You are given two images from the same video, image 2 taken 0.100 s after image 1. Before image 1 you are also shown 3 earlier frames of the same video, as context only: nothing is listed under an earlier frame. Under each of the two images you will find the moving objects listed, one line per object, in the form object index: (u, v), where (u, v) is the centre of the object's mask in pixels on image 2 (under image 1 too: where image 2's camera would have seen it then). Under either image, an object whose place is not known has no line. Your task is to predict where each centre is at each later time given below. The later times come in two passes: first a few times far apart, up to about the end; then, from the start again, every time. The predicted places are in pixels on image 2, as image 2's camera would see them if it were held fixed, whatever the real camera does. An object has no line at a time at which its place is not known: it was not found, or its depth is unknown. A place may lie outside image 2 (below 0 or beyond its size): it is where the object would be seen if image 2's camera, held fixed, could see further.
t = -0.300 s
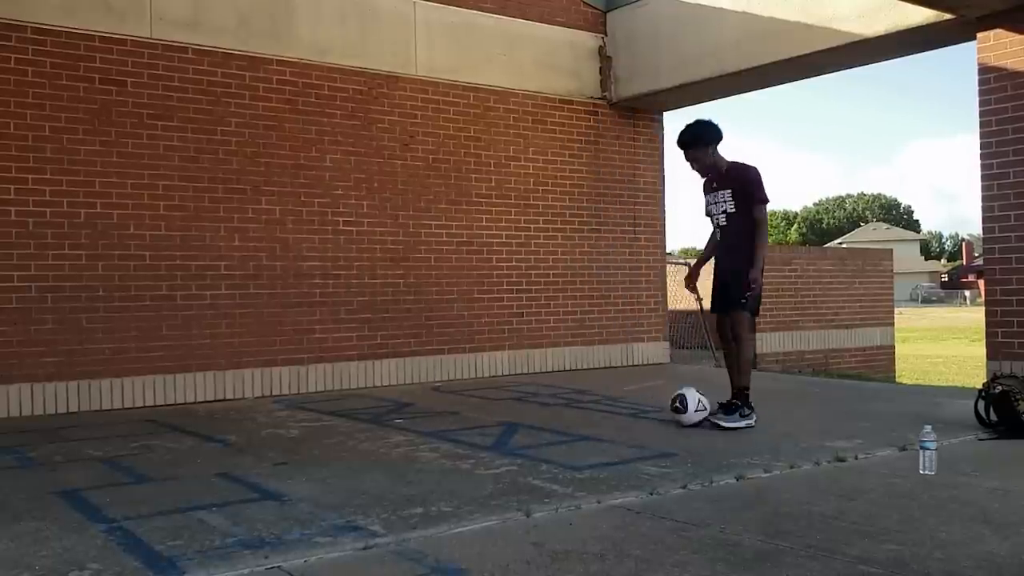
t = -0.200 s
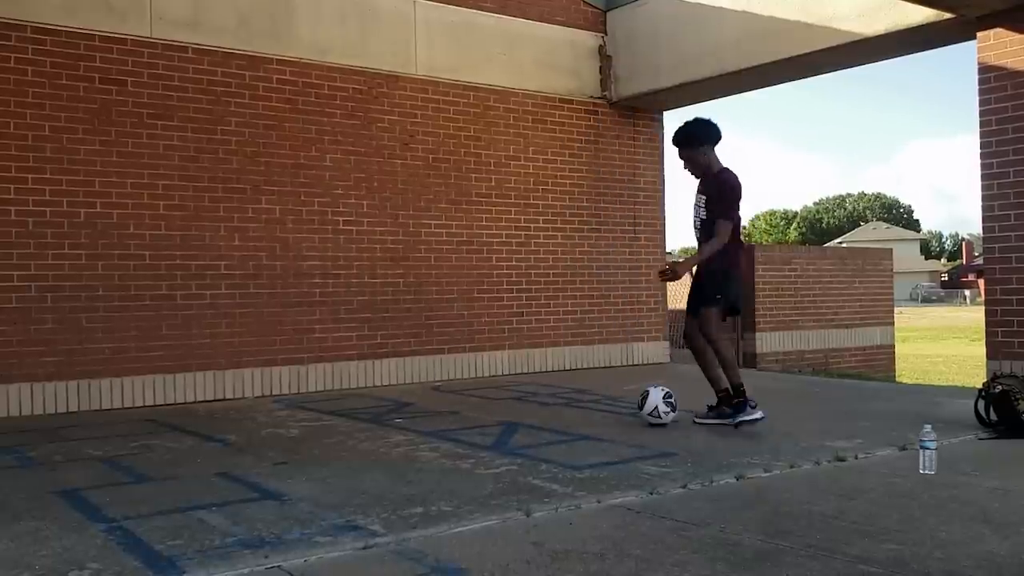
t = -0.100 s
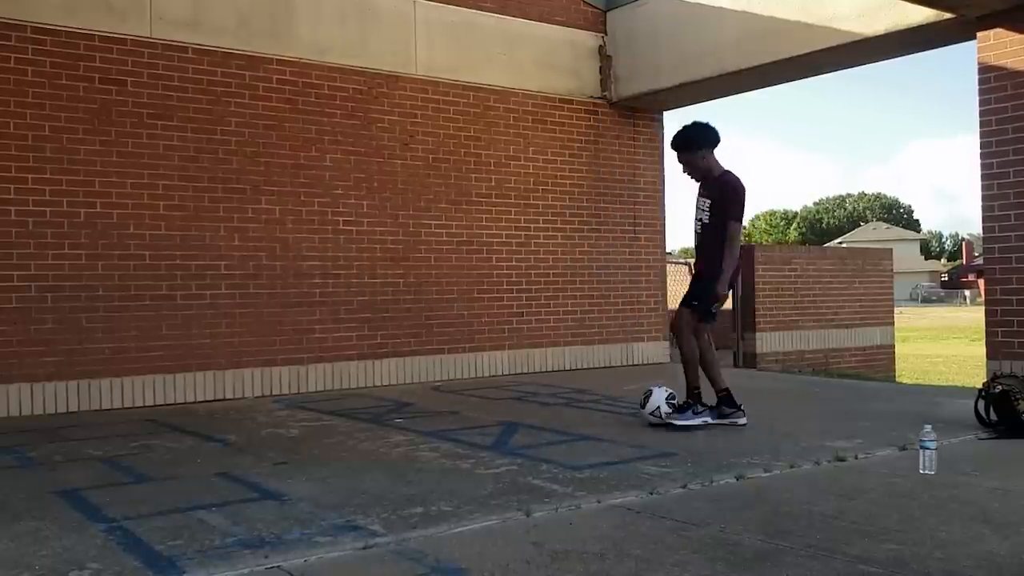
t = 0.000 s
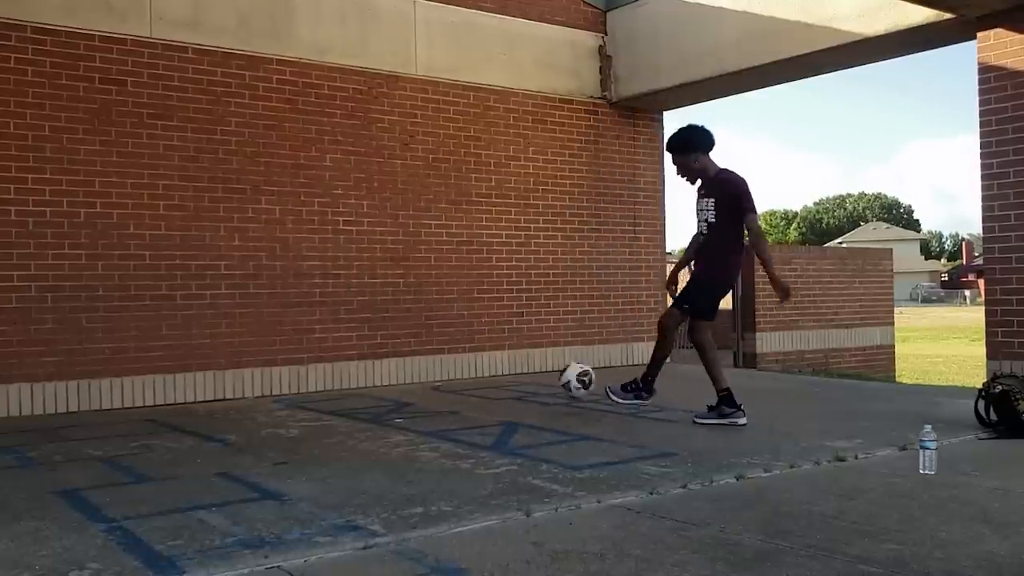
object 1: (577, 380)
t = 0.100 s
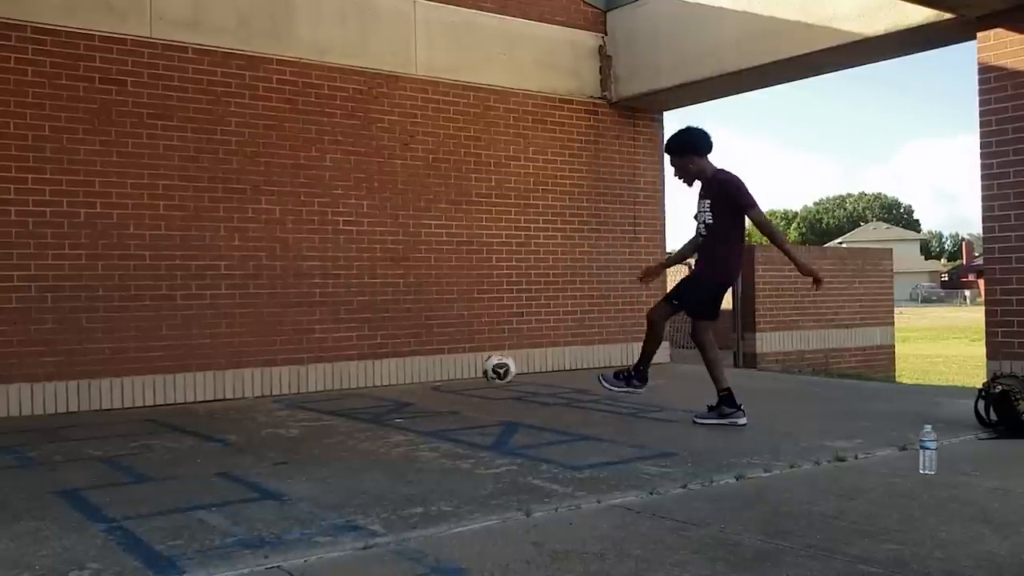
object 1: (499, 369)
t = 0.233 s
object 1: (416, 379)
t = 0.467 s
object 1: (417, 353)
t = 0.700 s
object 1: (488, 387)
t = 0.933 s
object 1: (532, 378)
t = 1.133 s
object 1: (576, 388)
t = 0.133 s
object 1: (477, 369)
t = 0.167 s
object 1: (455, 371)
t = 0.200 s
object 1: (435, 374)
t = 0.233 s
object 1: (416, 379)
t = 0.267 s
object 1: (401, 373)
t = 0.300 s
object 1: (388, 367)
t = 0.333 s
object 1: (382, 362)
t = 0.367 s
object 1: (390, 358)
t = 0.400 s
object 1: (399, 355)
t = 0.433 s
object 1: (408, 353)
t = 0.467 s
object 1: (417, 353)
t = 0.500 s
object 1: (427, 355)
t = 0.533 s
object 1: (437, 358)
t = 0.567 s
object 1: (447, 362)
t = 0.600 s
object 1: (457, 368)
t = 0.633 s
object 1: (469, 377)
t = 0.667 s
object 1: (481, 387)
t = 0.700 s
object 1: (488, 387)
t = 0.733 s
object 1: (494, 381)
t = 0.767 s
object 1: (499, 377)
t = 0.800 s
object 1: (506, 373)
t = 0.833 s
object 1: (512, 372)
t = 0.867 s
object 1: (518, 372)
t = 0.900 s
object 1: (525, 374)
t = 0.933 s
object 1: (532, 378)
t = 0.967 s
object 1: (539, 385)
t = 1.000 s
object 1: (546, 393)
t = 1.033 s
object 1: (553, 401)
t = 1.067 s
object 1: (560, 395)
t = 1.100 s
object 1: (567, 391)
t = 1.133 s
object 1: (576, 388)
